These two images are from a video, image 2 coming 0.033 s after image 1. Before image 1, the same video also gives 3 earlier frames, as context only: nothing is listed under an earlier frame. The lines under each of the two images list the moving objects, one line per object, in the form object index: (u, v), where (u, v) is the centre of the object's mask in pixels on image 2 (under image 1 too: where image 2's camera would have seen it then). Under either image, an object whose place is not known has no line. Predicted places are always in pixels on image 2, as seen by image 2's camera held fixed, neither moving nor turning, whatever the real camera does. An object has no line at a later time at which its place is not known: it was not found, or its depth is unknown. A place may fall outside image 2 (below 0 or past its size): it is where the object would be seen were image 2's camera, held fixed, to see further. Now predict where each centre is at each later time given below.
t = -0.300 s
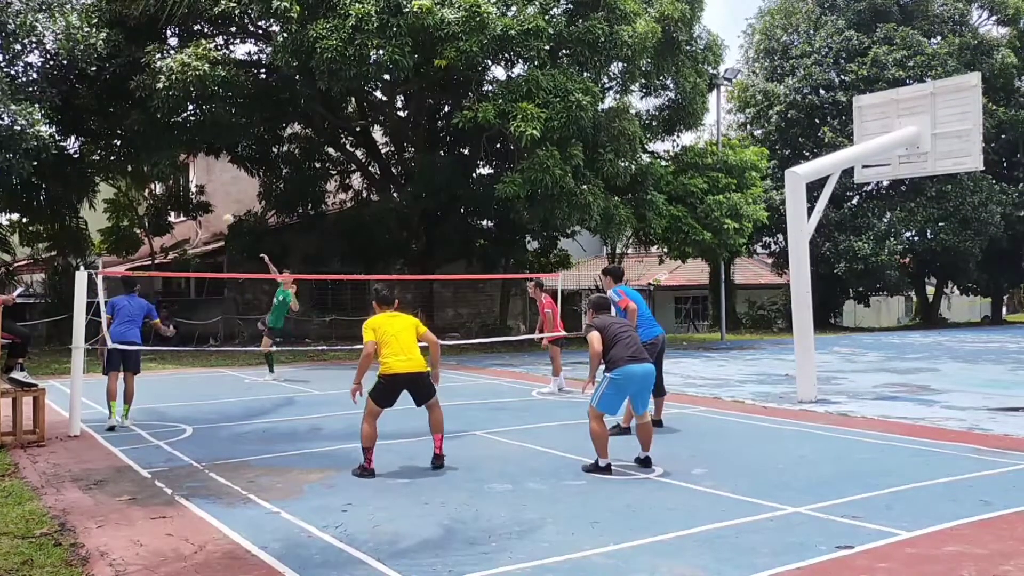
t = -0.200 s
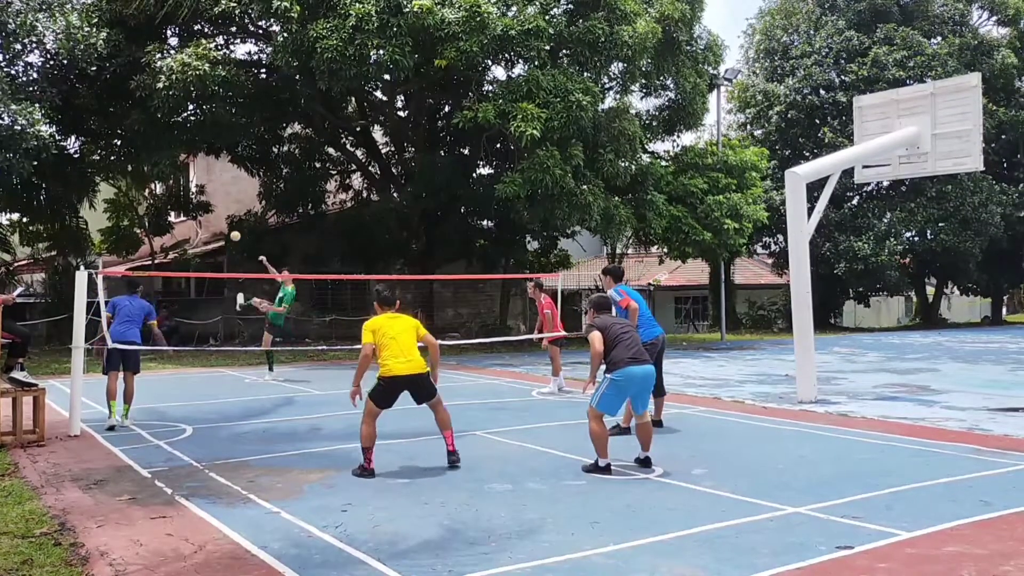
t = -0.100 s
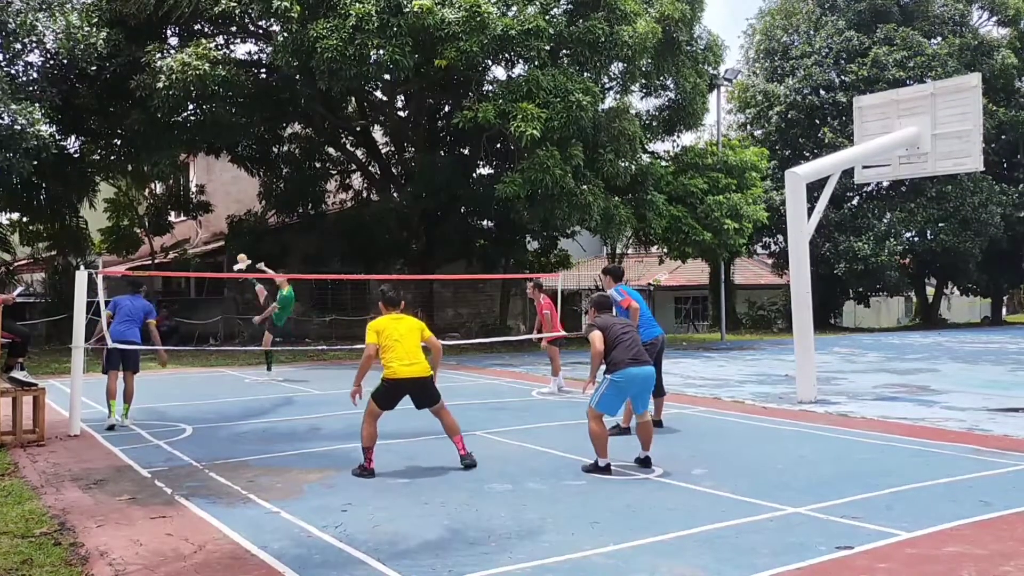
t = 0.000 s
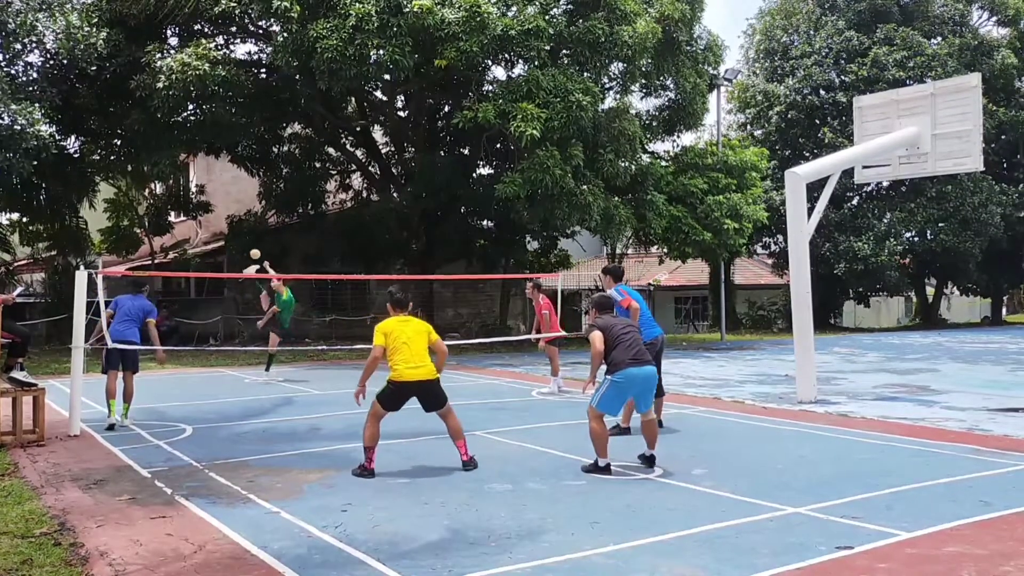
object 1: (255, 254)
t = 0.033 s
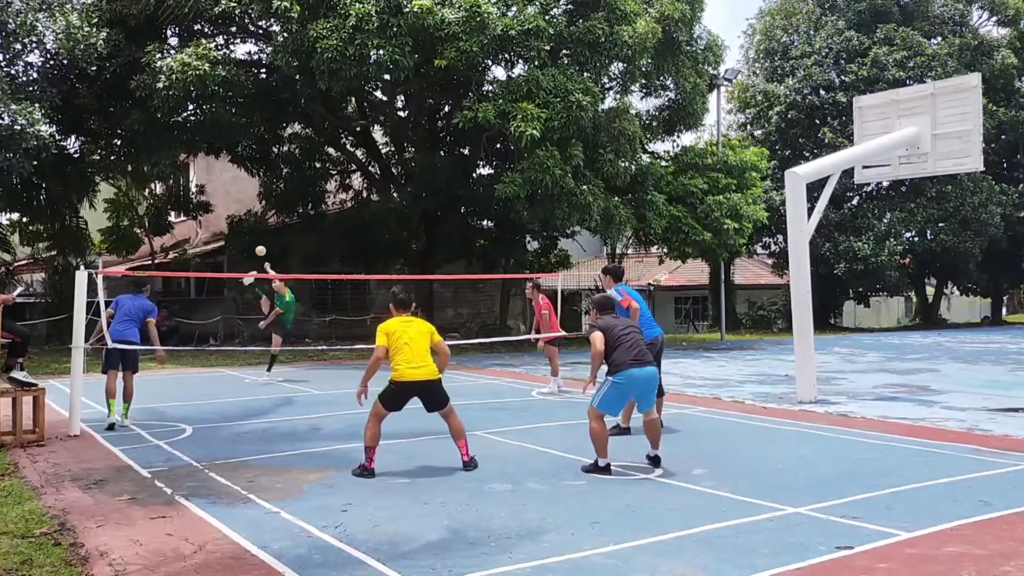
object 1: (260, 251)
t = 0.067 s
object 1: (266, 248)
